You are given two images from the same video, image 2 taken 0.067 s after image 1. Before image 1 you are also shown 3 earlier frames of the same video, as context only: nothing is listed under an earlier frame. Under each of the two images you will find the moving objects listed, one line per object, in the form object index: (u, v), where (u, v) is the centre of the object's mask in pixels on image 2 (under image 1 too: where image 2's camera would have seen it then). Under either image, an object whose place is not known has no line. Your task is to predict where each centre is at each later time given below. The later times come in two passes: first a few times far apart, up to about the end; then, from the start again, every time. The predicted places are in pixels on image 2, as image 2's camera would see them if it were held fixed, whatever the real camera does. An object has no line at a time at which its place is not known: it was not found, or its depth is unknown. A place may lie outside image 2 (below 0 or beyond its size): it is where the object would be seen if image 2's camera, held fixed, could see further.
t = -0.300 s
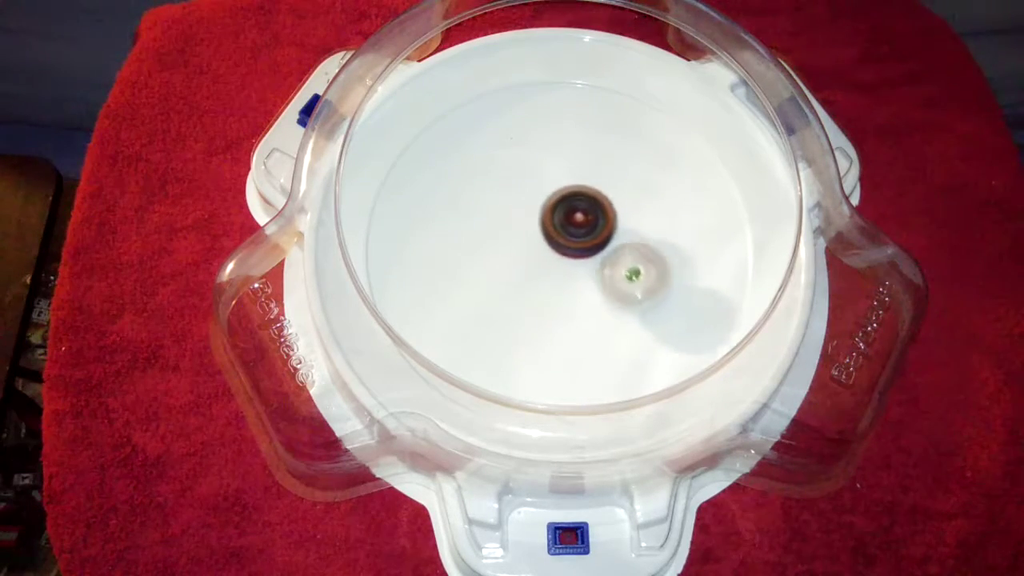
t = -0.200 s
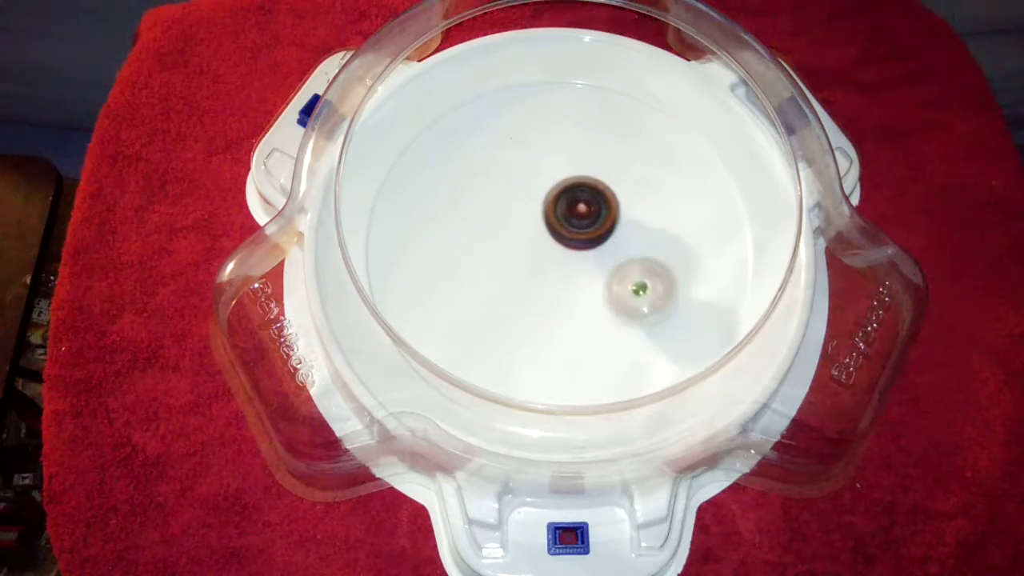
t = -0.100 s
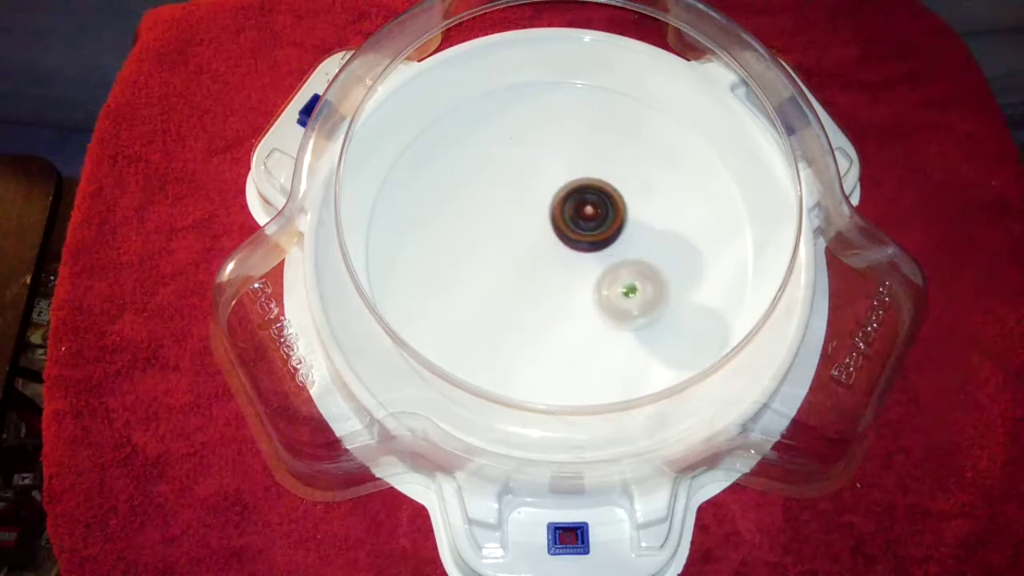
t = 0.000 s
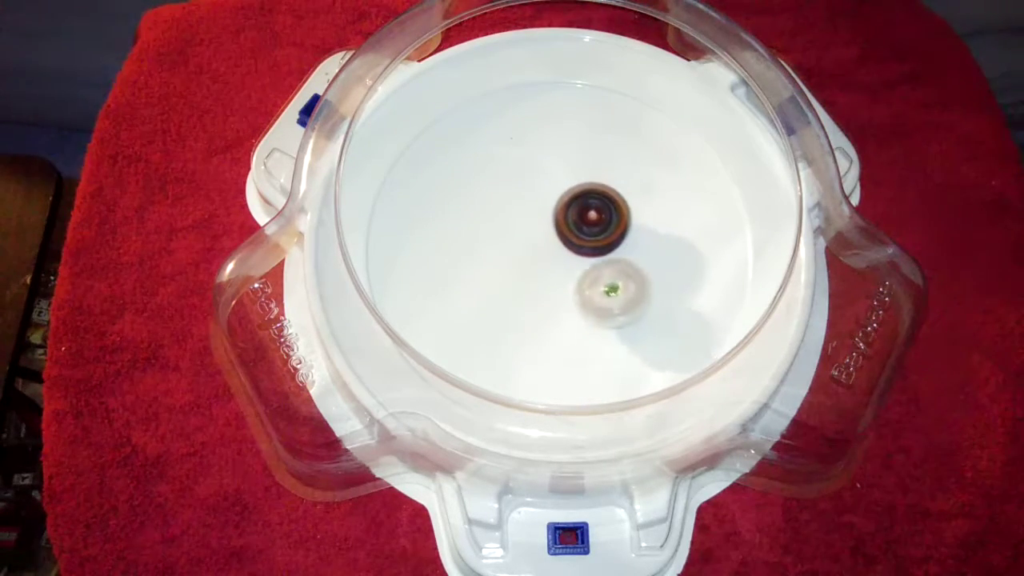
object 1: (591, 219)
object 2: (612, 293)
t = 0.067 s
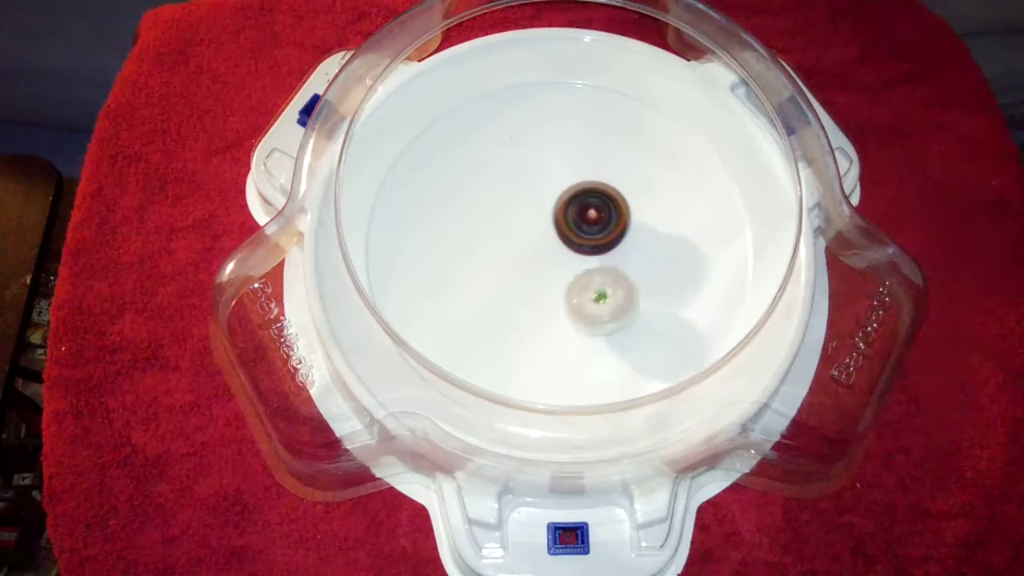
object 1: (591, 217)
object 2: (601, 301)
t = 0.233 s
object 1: (589, 220)
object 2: (575, 312)
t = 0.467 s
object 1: (574, 227)
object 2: (538, 300)
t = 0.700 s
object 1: (569, 210)
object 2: (502, 297)
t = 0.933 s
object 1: (567, 204)
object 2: (501, 272)
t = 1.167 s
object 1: (571, 203)
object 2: (511, 248)
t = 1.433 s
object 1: (596, 205)
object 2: (514, 221)
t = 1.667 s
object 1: (610, 223)
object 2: (520, 191)
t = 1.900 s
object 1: (608, 248)
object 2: (509, 195)
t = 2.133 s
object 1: (599, 279)
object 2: (523, 211)
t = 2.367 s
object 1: (588, 293)
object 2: (534, 206)
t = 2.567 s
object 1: (570, 296)
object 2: (548, 218)
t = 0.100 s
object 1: (591, 217)
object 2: (596, 304)
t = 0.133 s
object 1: (591, 217)
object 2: (592, 307)
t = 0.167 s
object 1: (591, 218)
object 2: (586, 310)
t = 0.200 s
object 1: (590, 219)
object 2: (581, 311)
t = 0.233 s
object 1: (589, 220)
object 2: (575, 312)
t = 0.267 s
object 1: (588, 221)
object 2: (570, 312)
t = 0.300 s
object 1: (587, 222)
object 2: (564, 311)
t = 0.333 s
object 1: (584, 223)
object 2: (559, 310)
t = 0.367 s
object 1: (582, 224)
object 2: (553, 308)
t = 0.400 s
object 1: (579, 225)
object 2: (548, 306)
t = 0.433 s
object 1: (576, 226)
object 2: (542, 303)
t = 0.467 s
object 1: (574, 227)
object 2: (538, 300)
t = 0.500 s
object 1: (571, 228)
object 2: (533, 296)
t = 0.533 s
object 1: (568, 228)
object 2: (528, 292)
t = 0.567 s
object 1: (566, 226)
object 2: (523, 290)
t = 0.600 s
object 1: (567, 220)
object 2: (516, 295)
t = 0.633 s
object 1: (567, 216)
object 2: (510, 297)
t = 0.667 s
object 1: (568, 212)
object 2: (505, 298)
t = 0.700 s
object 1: (569, 210)
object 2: (502, 297)
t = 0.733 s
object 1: (569, 208)
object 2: (500, 296)
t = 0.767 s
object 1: (569, 207)
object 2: (499, 293)
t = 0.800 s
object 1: (569, 205)
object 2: (498, 289)
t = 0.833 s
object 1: (569, 205)
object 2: (499, 285)
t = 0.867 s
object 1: (568, 204)
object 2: (499, 281)
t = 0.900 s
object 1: (568, 204)
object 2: (501, 277)
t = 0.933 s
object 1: (567, 204)
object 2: (501, 272)
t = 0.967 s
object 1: (566, 204)
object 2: (503, 267)
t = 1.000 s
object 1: (566, 205)
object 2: (505, 262)
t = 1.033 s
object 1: (565, 206)
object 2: (507, 257)
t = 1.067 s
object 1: (565, 206)
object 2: (509, 253)
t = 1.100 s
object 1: (567, 204)
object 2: (509, 252)
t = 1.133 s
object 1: (568, 204)
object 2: (510, 250)
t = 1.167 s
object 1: (571, 203)
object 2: (511, 248)
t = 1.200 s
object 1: (573, 203)
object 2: (512, 244)
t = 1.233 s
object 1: (576, 202)
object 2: (512, 242)
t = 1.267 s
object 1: (581, 201)
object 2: (511, 241)
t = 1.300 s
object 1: (585, 201)
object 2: (510, 238)
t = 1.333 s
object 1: (588, 202)
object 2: (511, 234)
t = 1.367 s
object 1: (591, 202)
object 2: (511, 230)
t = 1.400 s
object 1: (594, 204)
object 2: (512, 226)
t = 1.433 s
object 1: (596, 205)
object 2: (514, 221)
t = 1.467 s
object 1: (598, 207)
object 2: (516, 217)
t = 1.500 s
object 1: (600, 209)
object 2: (518, 212)
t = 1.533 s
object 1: (601, 212)
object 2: (521, 207)
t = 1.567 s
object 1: (602, 215)
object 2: (523, 203)
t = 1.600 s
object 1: (602, 217)
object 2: (526, 198)
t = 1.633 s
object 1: (606, 220)
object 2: (524, 194)
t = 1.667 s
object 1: (610, 223)
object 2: (520, 191)
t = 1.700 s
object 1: (612, 227)
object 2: (516, 190)
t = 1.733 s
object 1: (612, 231)
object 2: (513, 187)
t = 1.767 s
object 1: (612, 235)
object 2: (510, 185)
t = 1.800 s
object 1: (612, 238)
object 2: (508, 186)
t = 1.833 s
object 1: (611, 242)
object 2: (508, 186)
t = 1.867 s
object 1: (610, 245)
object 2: (507, 190)
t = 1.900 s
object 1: (608, 248)
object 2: (509, 195)
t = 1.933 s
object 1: (606, 251)
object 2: (511, 199)
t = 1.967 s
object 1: (603, 255)
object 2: (516, 203)
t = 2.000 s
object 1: (600, 257)
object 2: (520, 208)
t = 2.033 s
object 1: (597, 260)
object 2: (525, 214)
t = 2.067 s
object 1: (593, 263)
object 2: (530, 220)
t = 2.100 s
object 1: (596, 271)
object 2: (527, 217)
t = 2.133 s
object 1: (599, 279)
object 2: (523, 211)
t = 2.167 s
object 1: (600, 285)
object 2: (522, 208)
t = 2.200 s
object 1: (599, 288)
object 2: (522, 205)
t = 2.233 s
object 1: (598, 291)
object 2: (523, 204)
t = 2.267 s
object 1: (596, 292)
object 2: (525, 204)
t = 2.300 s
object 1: (594, 293)
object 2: (528, 204)
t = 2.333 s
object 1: (591, 293)
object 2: (531, 205)
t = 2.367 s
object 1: (588, 293)
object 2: (534, 206)
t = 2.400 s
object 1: (584, 293)
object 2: (537, 209)
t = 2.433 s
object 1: (581, 293)
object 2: (540, 211)
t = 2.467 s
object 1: (578, 293)
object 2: (543, 213)
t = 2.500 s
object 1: (575, 293)
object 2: (546, 217)
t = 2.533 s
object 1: (571, 292)
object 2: (548, 220)
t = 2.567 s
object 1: (570, 296)
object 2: (548, 218)
